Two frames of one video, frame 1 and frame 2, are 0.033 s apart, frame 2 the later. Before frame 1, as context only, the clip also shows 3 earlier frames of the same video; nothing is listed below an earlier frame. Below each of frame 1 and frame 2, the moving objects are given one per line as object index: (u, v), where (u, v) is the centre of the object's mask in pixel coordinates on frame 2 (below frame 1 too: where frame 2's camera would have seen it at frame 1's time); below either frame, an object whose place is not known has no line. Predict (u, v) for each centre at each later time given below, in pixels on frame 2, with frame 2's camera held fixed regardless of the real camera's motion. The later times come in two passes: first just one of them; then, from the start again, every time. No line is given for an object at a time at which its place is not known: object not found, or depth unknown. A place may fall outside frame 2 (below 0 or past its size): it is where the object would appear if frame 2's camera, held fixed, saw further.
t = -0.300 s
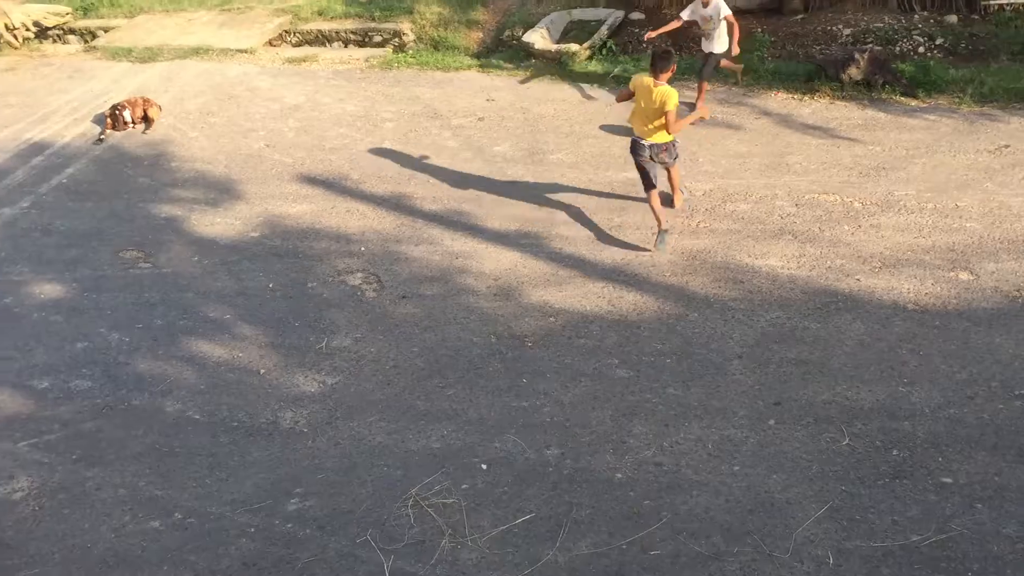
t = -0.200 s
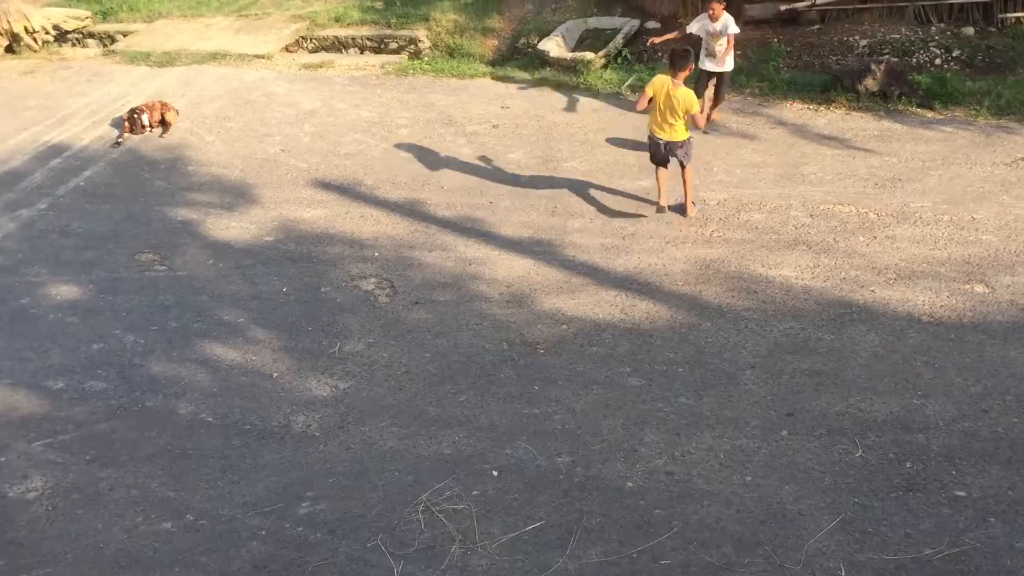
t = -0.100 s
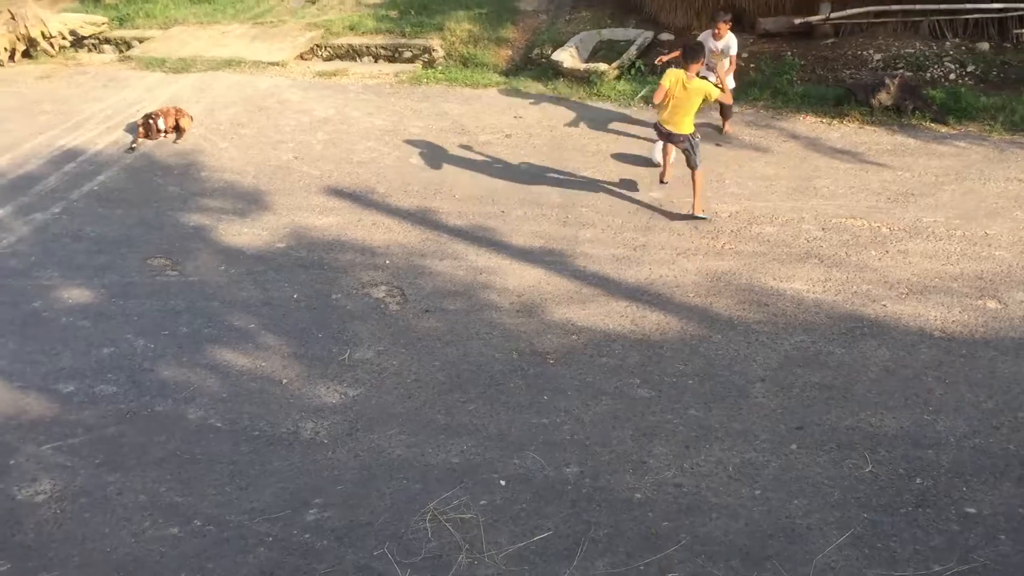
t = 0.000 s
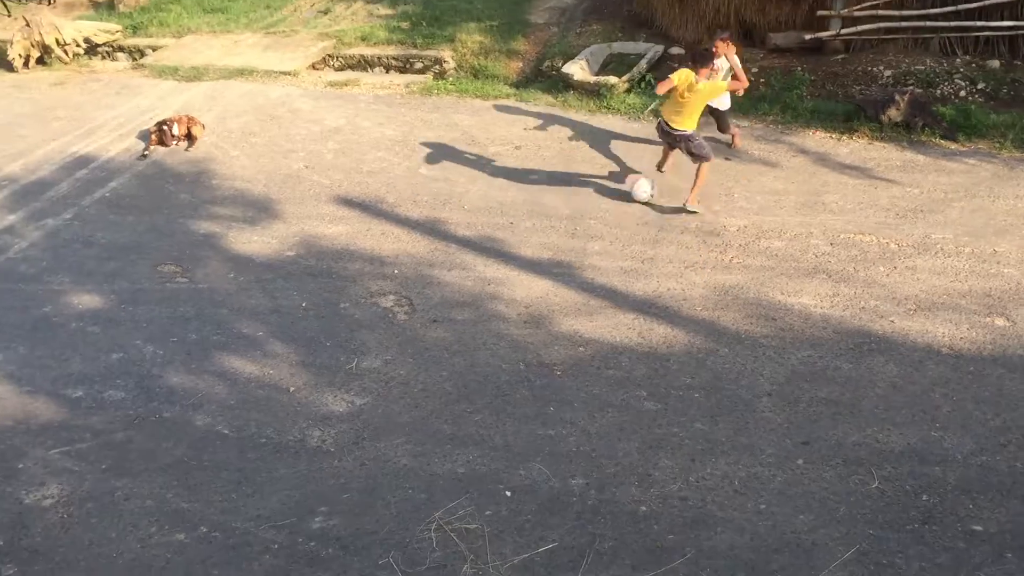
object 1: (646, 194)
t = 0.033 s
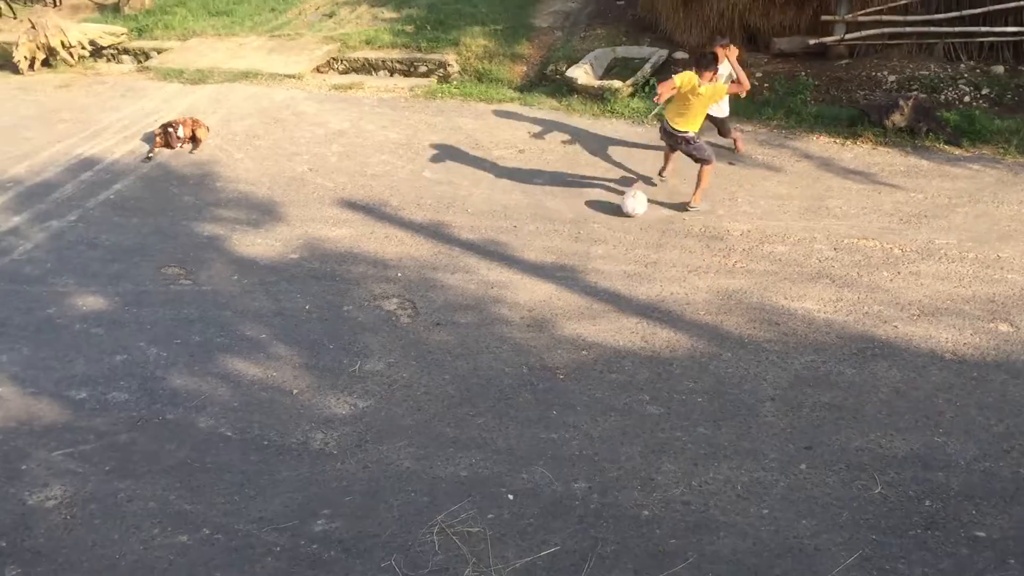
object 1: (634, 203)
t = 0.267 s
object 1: (543, 273)
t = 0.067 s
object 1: (622, 214)
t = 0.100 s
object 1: (607, 225)
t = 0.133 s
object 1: (595, 233)
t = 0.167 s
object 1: (583, 241)
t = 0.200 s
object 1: (571, 250)
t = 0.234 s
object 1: (558, 262)
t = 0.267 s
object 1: (543, 273)
